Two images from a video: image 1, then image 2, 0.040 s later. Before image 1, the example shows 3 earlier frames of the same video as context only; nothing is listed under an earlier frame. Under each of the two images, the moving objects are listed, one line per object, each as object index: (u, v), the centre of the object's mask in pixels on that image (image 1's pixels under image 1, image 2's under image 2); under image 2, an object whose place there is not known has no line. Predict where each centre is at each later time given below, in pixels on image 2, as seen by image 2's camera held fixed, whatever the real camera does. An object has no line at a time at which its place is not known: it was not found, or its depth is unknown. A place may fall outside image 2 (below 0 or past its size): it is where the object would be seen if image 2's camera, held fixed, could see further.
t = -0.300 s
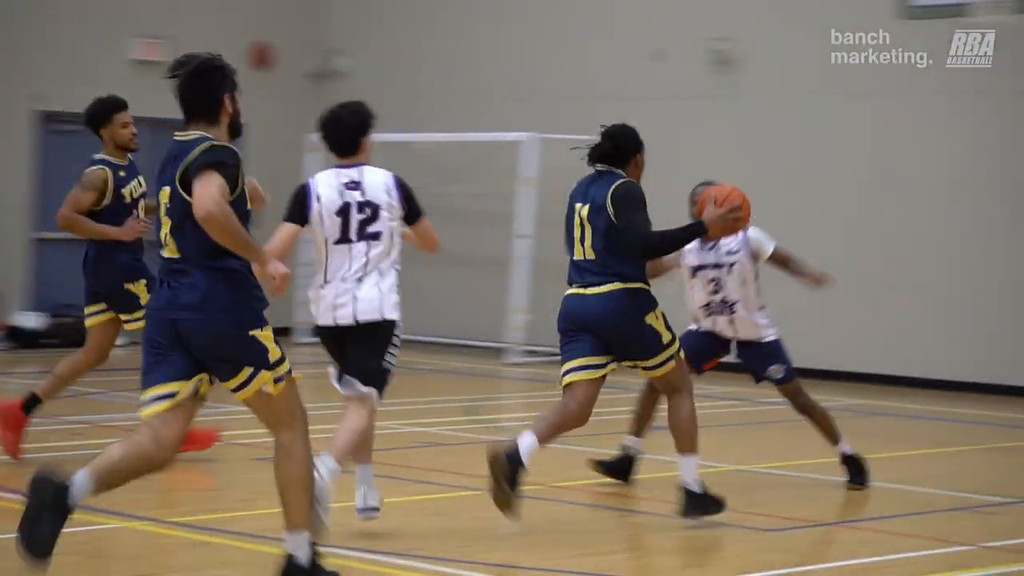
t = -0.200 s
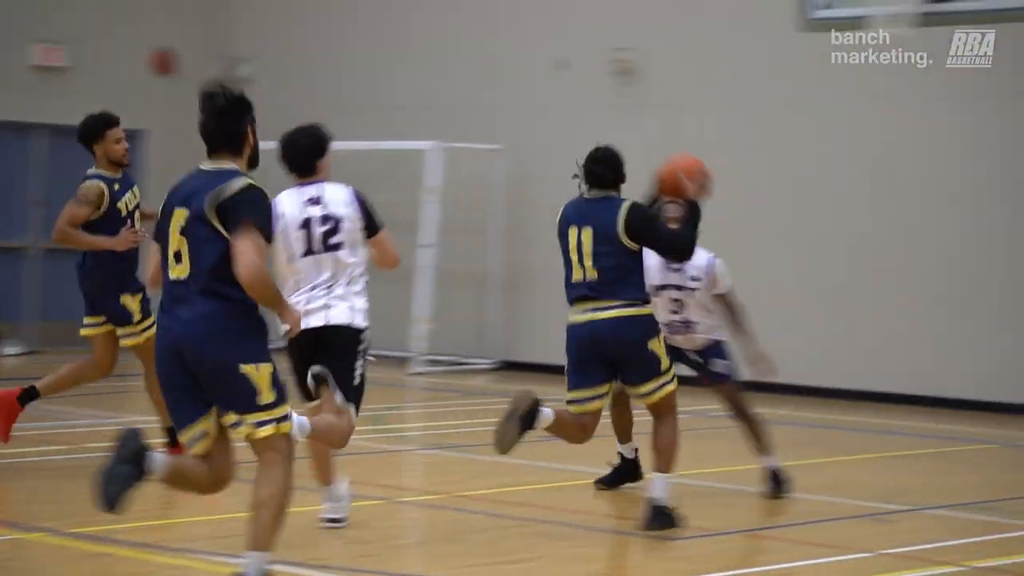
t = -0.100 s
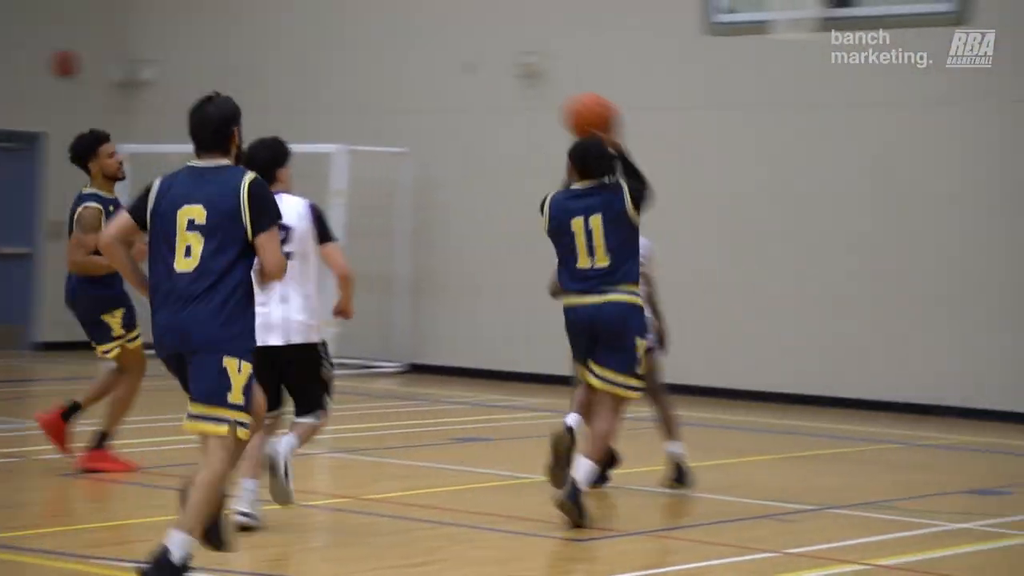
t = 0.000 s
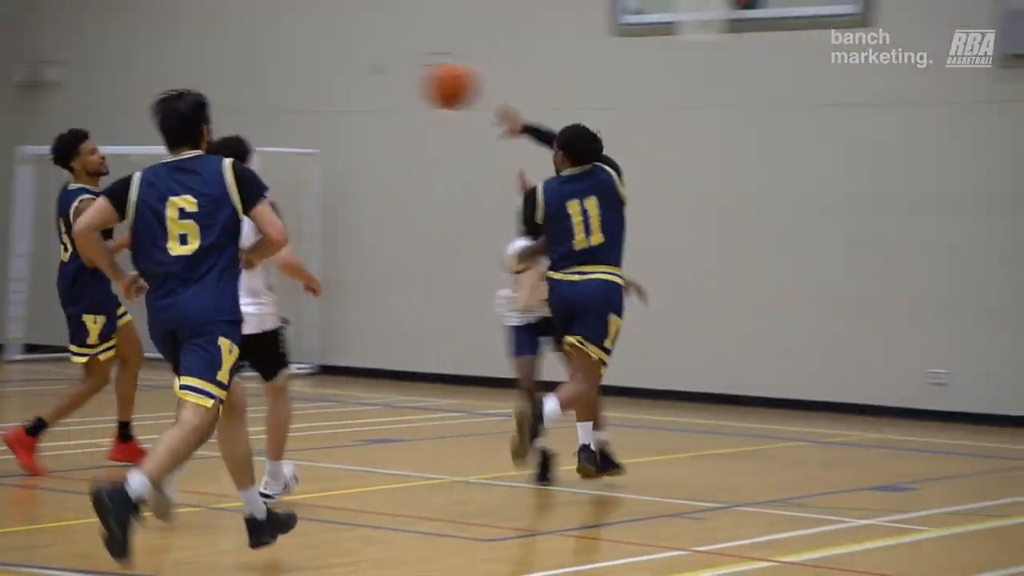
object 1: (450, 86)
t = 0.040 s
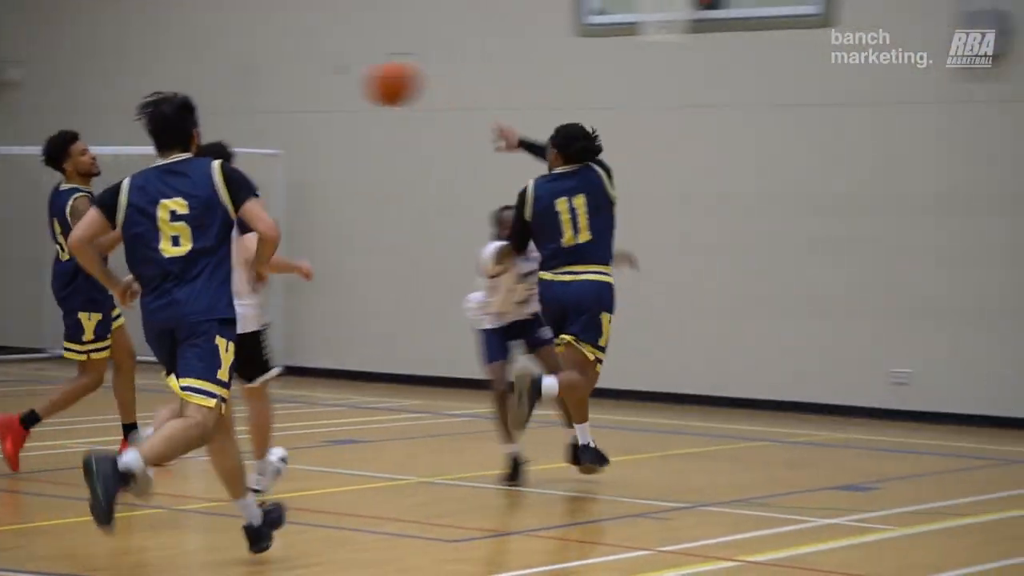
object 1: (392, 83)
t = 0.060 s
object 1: (370, 85)
